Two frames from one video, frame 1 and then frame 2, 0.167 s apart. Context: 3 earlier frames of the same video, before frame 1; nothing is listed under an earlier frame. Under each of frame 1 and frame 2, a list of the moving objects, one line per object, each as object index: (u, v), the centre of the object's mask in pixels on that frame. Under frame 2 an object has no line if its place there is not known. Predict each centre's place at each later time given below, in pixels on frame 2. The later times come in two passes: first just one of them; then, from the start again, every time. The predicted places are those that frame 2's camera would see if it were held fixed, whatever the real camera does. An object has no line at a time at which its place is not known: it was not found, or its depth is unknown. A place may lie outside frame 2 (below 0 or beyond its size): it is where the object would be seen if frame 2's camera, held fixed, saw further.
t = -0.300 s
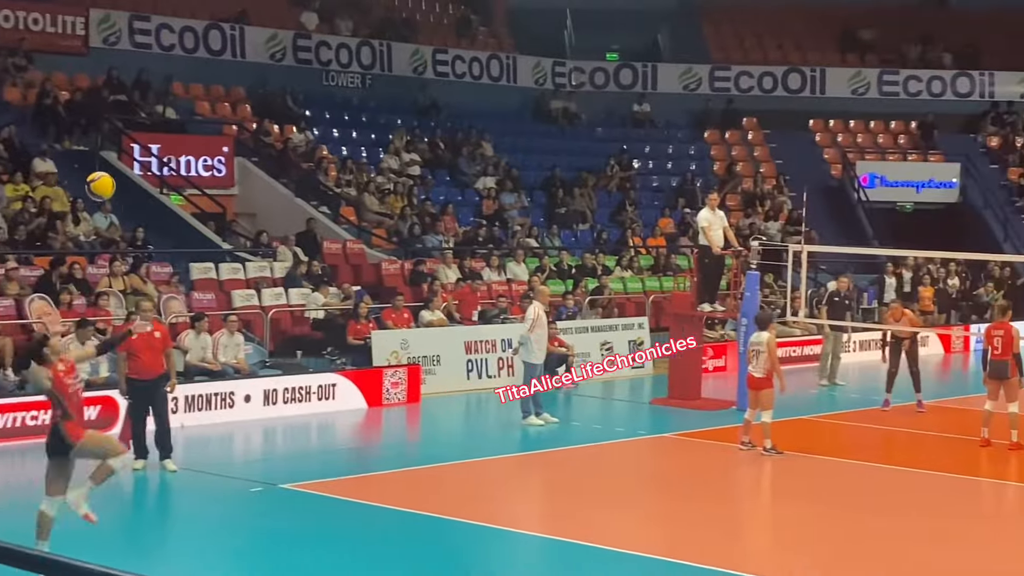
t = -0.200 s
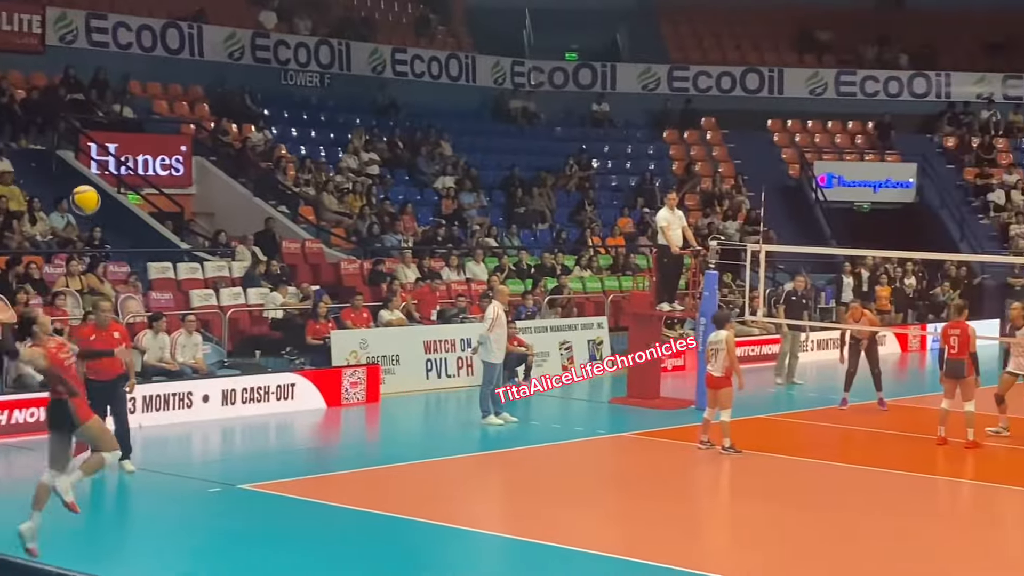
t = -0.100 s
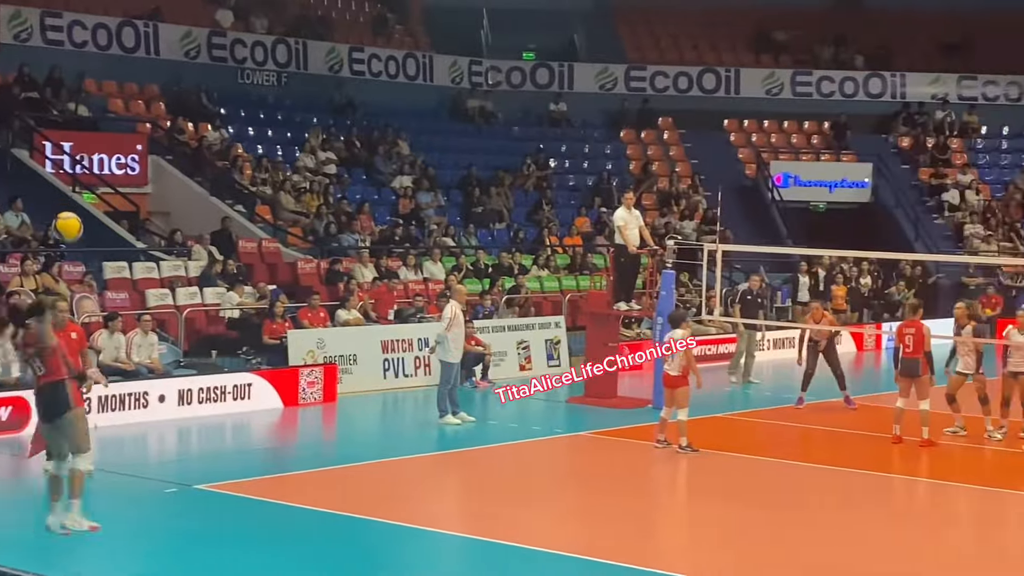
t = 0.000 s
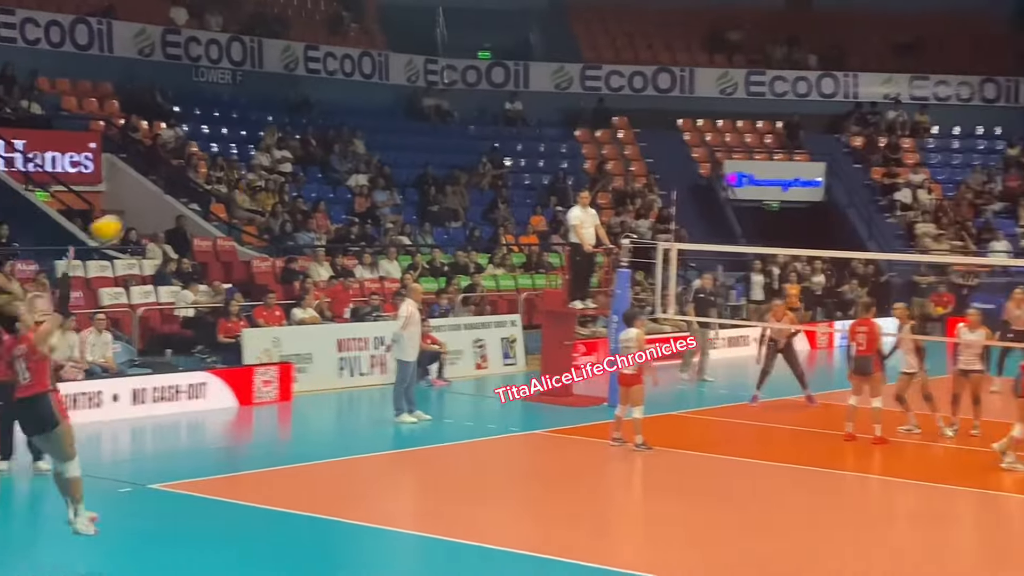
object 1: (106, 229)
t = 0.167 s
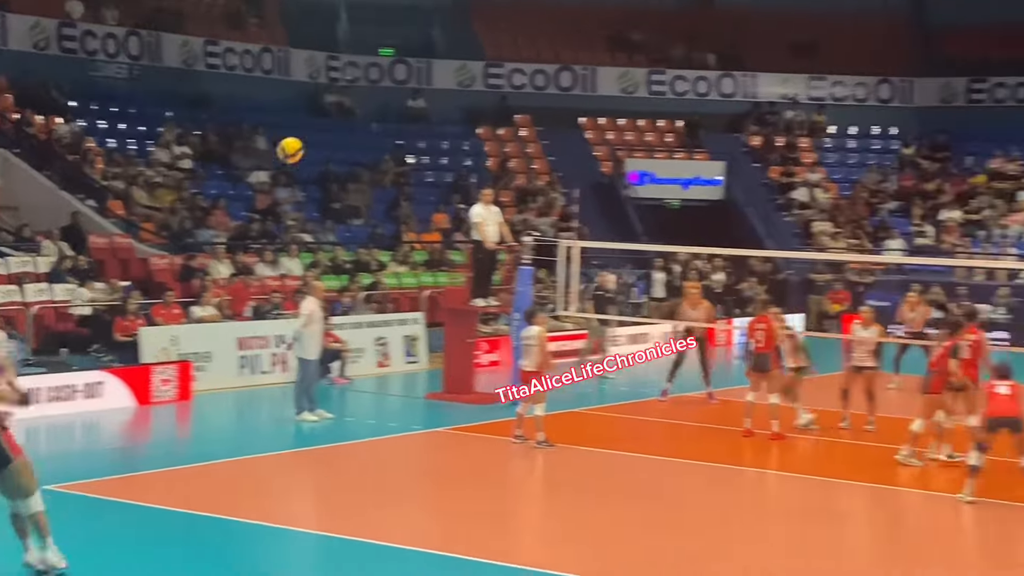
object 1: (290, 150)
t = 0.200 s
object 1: (336, 141)
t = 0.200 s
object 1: (336, 141)
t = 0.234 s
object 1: (380, 133)
